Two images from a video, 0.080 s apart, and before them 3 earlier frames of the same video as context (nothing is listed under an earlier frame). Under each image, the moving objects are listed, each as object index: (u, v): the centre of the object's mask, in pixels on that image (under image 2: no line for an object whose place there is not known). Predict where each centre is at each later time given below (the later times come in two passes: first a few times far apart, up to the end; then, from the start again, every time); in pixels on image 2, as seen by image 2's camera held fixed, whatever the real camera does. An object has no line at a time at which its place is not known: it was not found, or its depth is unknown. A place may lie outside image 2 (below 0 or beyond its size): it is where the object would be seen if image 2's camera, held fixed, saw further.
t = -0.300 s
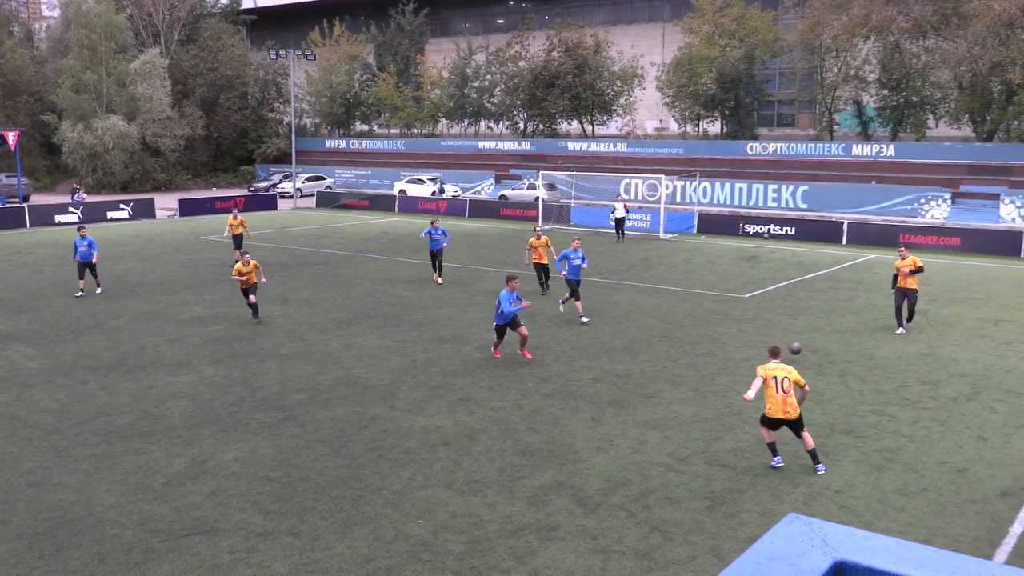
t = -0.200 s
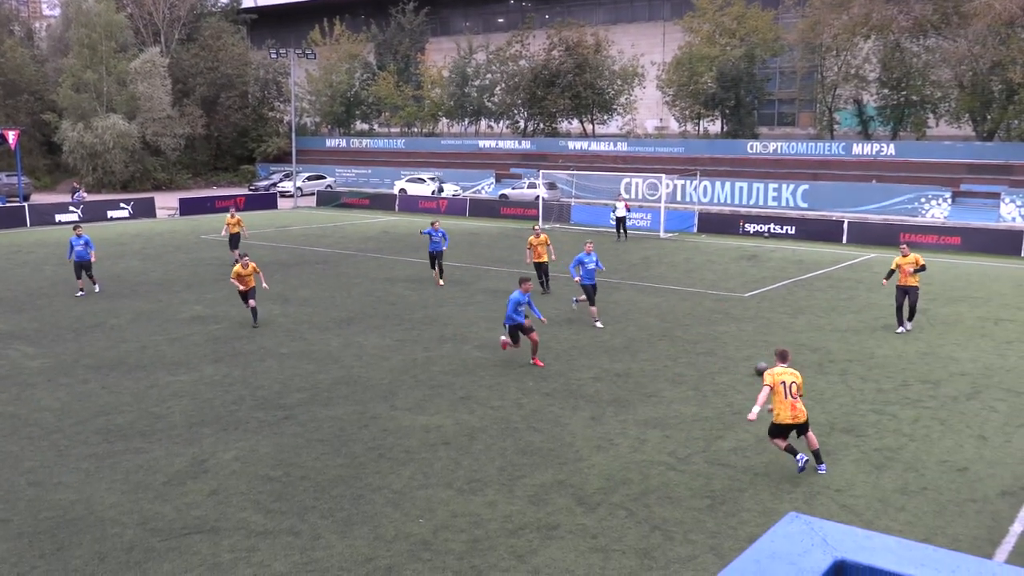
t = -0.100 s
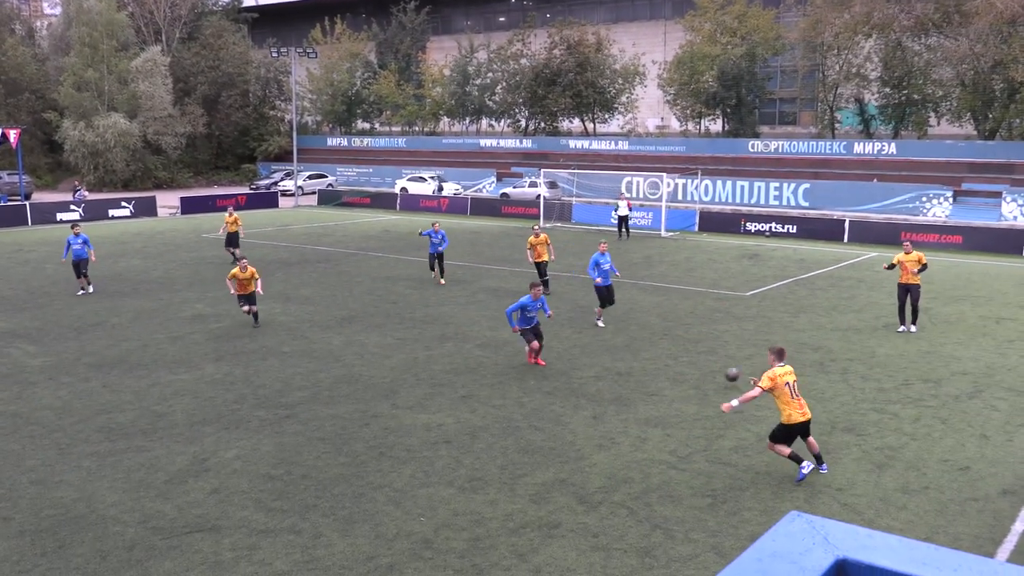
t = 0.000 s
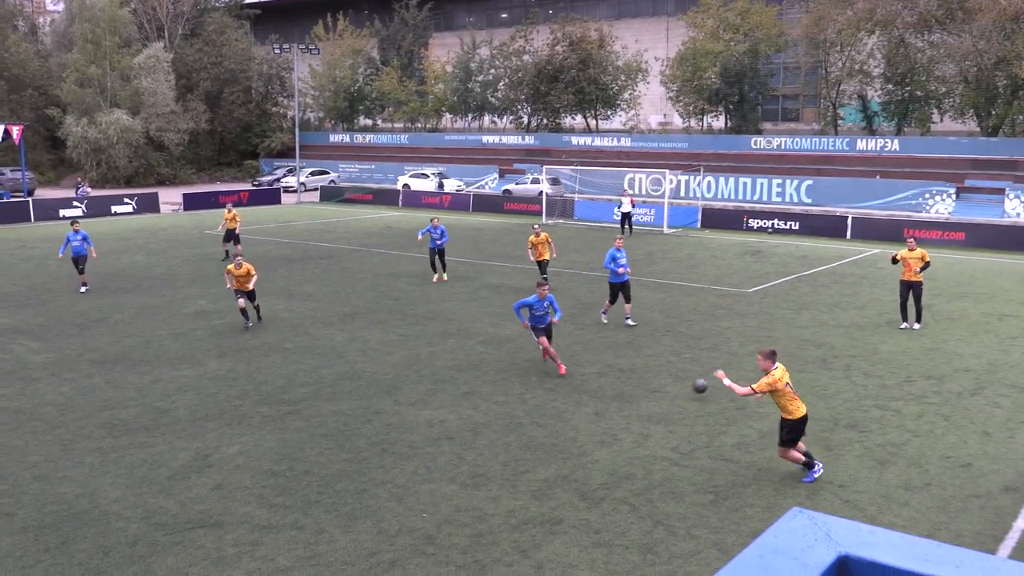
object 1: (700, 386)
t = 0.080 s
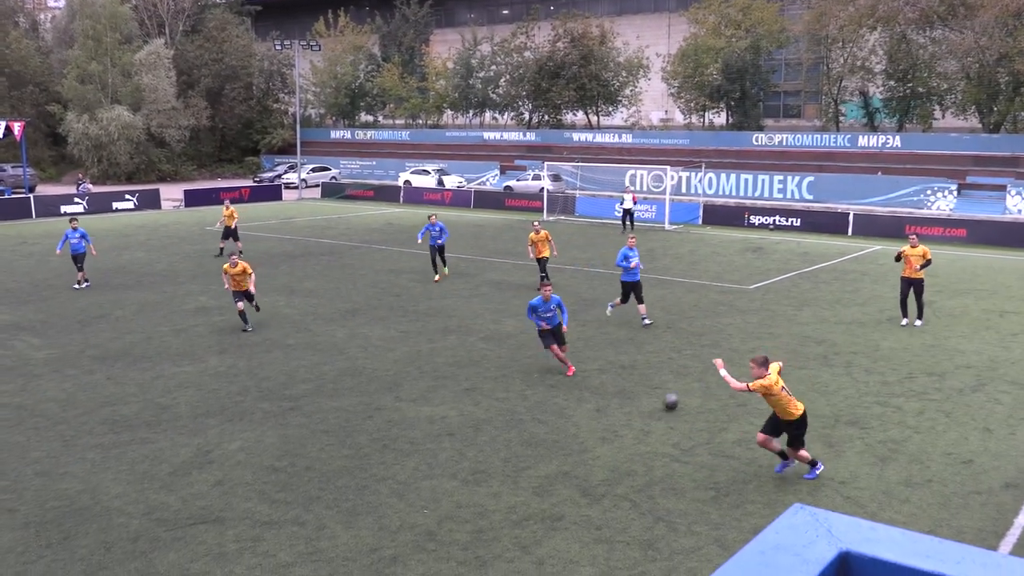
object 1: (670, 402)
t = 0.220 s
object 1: (624, 417)
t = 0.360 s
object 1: (572, 446)
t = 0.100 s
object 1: (663, 407)
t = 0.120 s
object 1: (656, 409)
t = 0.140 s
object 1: (650, 409)
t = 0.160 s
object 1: (644, 411)
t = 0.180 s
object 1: (637, 412)
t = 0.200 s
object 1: (631, 415)
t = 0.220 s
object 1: (624, 417)
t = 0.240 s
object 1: (617, 420)
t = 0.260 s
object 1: (610, 423)
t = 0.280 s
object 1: (602, 427)
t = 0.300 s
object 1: (595, 431)
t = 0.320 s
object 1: (588, 436)
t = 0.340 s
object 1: (580, 441)
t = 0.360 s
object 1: (572, 446)
